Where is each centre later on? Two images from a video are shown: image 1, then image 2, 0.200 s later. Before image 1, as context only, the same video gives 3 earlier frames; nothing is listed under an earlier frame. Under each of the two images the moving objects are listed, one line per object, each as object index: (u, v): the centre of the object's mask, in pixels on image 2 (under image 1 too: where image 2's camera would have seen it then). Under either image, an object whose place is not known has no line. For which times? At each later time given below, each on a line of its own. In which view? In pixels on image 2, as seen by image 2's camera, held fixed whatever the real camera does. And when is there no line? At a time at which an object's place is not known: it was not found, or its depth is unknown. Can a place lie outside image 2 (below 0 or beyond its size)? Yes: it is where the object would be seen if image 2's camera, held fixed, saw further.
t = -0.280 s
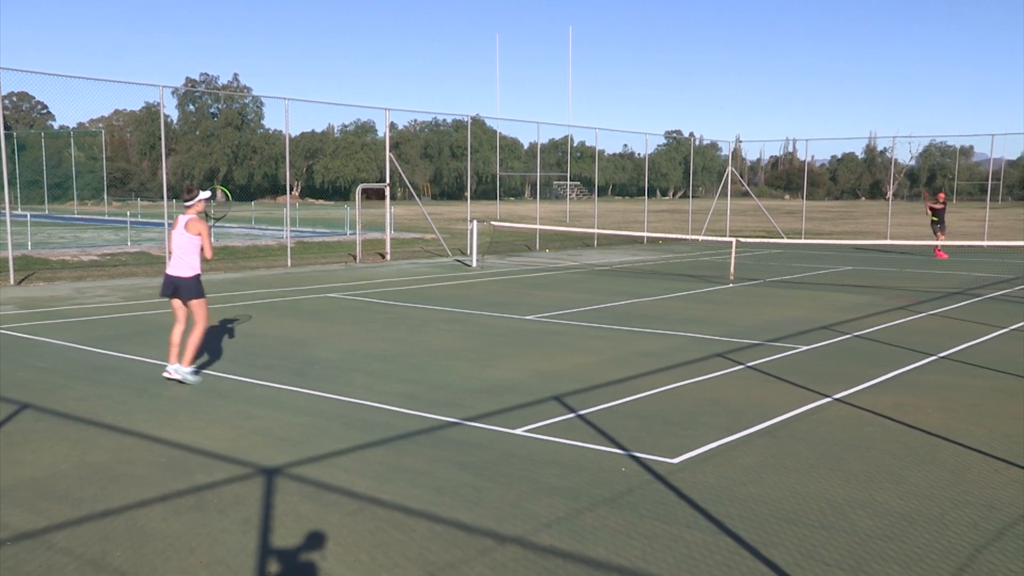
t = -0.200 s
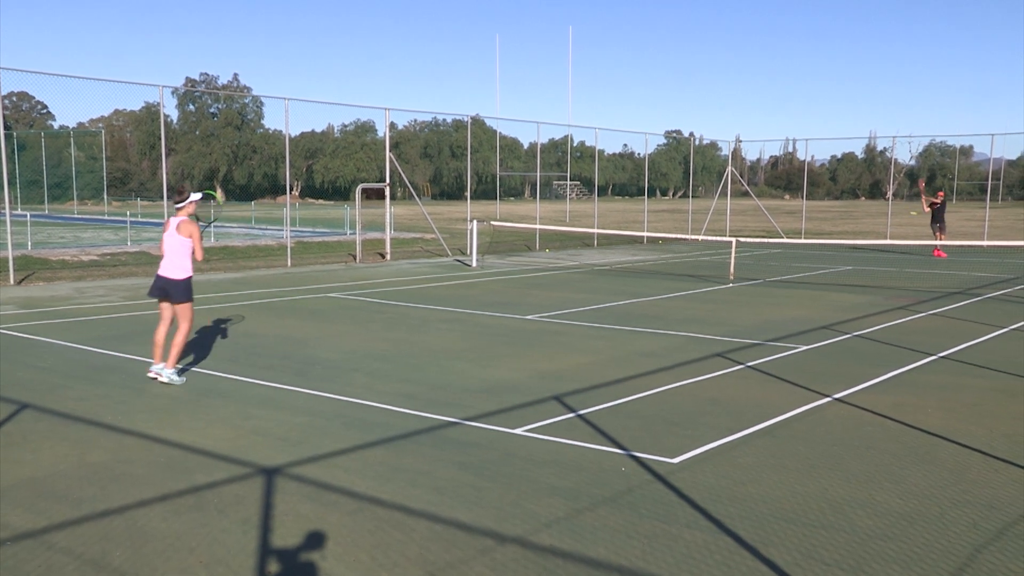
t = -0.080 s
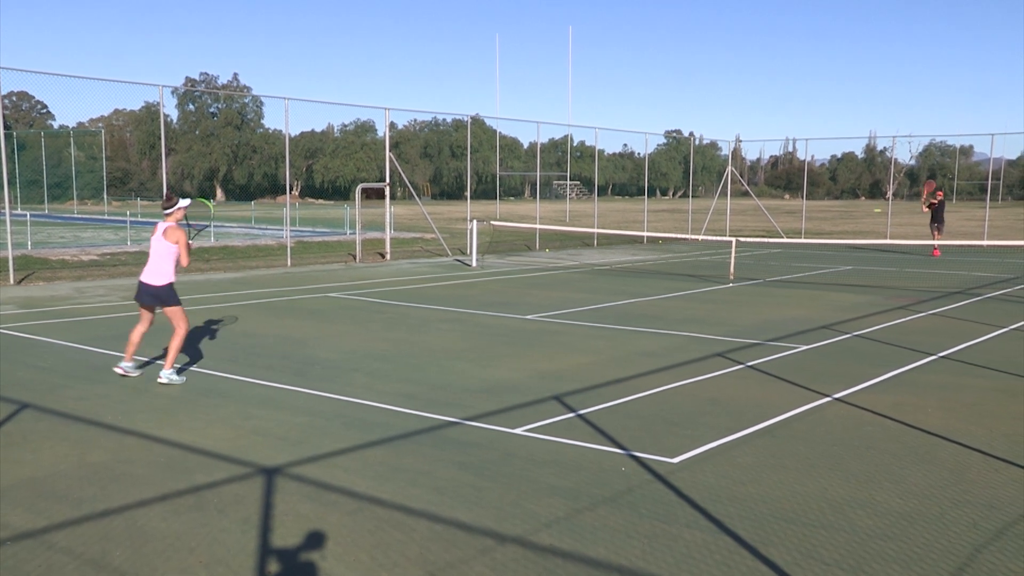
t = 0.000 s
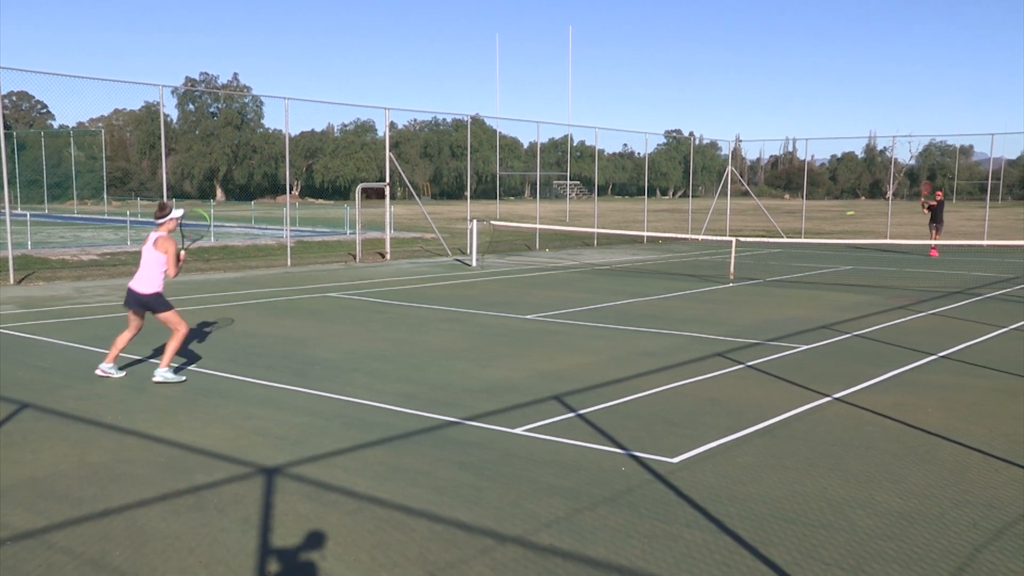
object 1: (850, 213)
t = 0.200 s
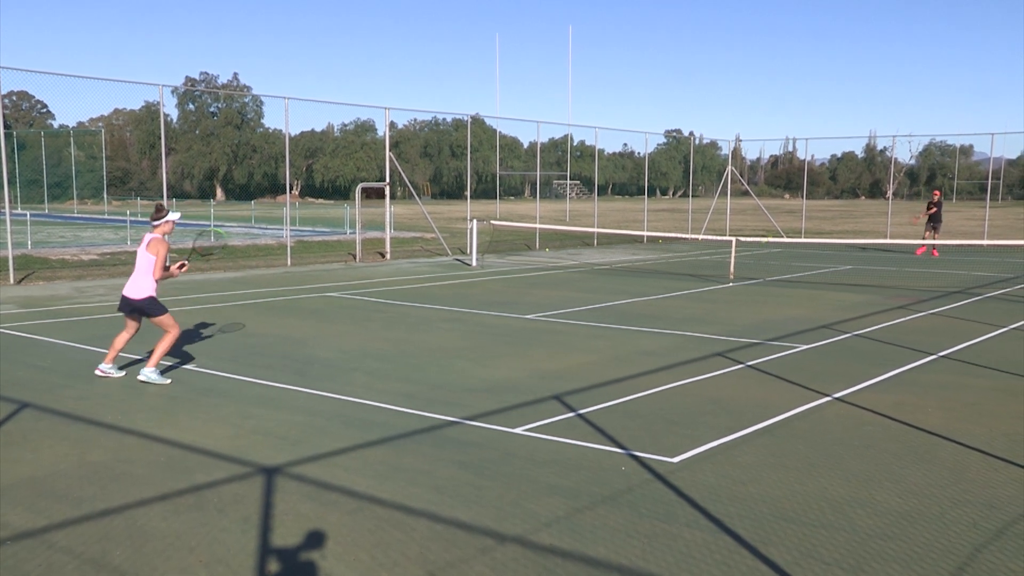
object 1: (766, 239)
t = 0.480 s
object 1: (601, 317)
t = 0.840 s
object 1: (333, 310)
